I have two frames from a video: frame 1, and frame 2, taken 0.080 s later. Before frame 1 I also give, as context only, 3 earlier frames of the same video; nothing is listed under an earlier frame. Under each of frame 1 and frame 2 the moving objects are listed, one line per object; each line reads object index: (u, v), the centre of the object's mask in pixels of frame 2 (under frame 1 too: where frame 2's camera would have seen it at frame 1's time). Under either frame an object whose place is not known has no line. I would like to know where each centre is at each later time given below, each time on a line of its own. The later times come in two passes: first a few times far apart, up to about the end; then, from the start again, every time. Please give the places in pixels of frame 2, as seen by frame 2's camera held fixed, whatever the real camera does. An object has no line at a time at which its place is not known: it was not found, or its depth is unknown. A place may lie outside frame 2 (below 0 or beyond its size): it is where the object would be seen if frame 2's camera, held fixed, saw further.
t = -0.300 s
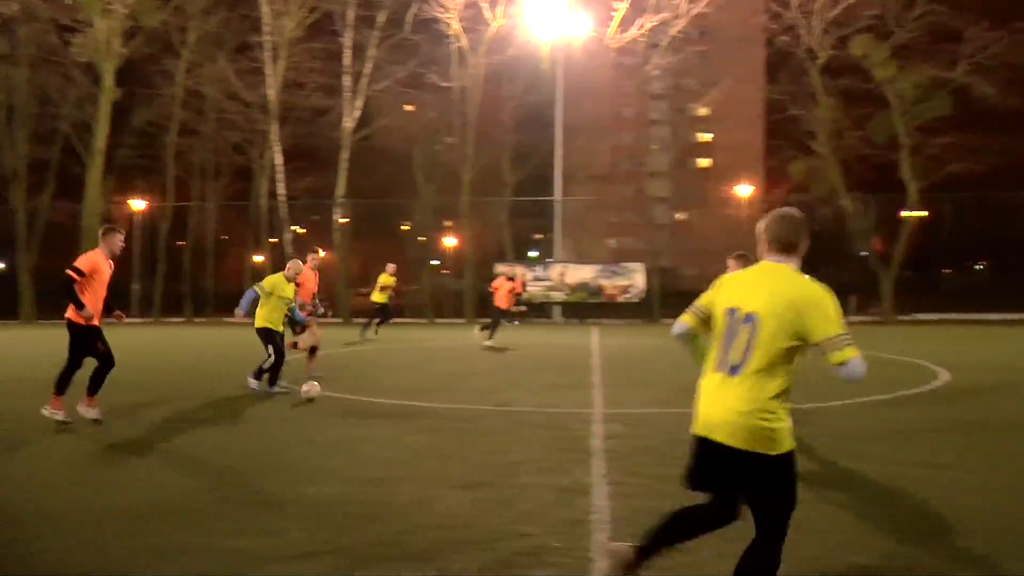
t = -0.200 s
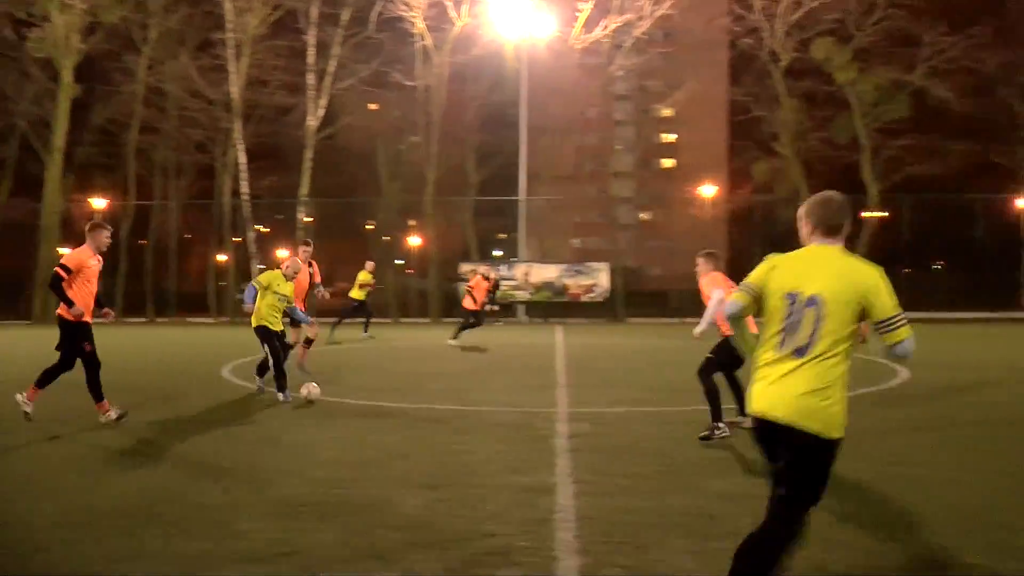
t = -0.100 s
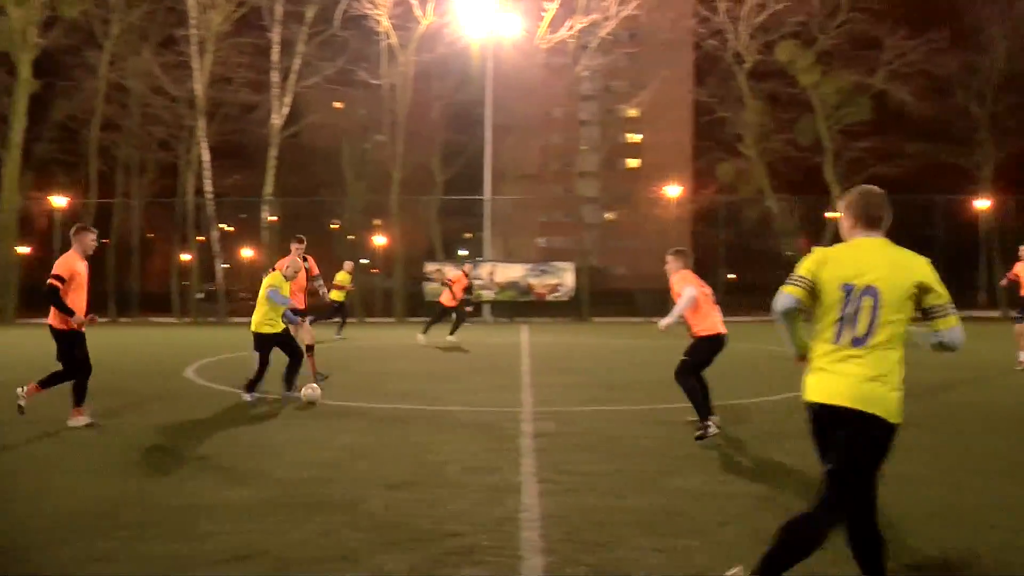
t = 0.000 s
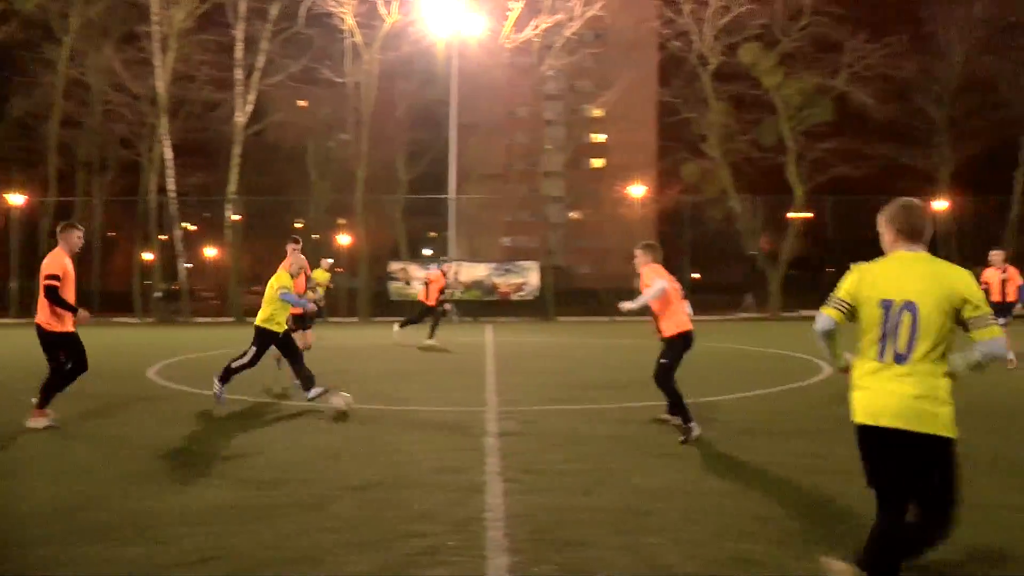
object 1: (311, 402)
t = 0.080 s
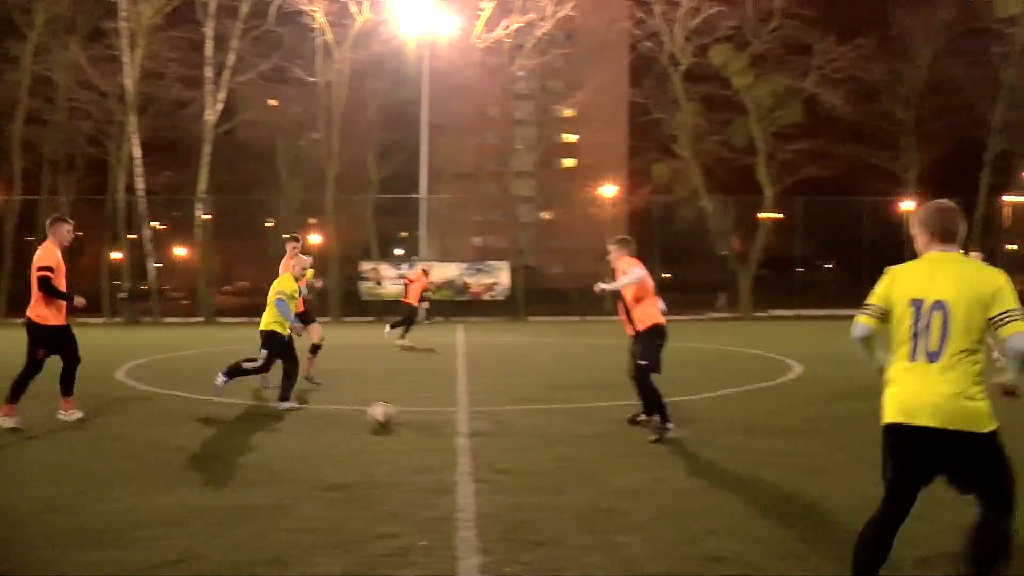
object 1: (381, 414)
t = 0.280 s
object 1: (594, 444)
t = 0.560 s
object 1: (1011, 499)
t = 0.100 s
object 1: (400, 416)
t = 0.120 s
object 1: (418, 420)
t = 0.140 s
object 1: (439, 423)
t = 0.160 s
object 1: (460, 426)
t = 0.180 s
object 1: (482, 428)
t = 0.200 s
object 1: (503, 432)
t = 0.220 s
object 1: (524, 434)
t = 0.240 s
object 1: (547, 436)
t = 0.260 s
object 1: (571, 439)
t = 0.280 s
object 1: (594, 444)
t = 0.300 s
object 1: (620, 448)
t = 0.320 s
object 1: (646, 453)
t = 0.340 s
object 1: (672, 456)
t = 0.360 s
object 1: (699, 459)
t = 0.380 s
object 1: (726, 463)
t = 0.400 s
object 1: (755, 468)
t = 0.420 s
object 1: (785, 472)
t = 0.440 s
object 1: (813, 473)
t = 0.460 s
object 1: (842, 474)
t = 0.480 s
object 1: (875, 477)
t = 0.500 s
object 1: (907, 481)
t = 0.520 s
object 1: (940, 485)
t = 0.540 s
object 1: (974, 491)
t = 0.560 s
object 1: (1011, 499)
